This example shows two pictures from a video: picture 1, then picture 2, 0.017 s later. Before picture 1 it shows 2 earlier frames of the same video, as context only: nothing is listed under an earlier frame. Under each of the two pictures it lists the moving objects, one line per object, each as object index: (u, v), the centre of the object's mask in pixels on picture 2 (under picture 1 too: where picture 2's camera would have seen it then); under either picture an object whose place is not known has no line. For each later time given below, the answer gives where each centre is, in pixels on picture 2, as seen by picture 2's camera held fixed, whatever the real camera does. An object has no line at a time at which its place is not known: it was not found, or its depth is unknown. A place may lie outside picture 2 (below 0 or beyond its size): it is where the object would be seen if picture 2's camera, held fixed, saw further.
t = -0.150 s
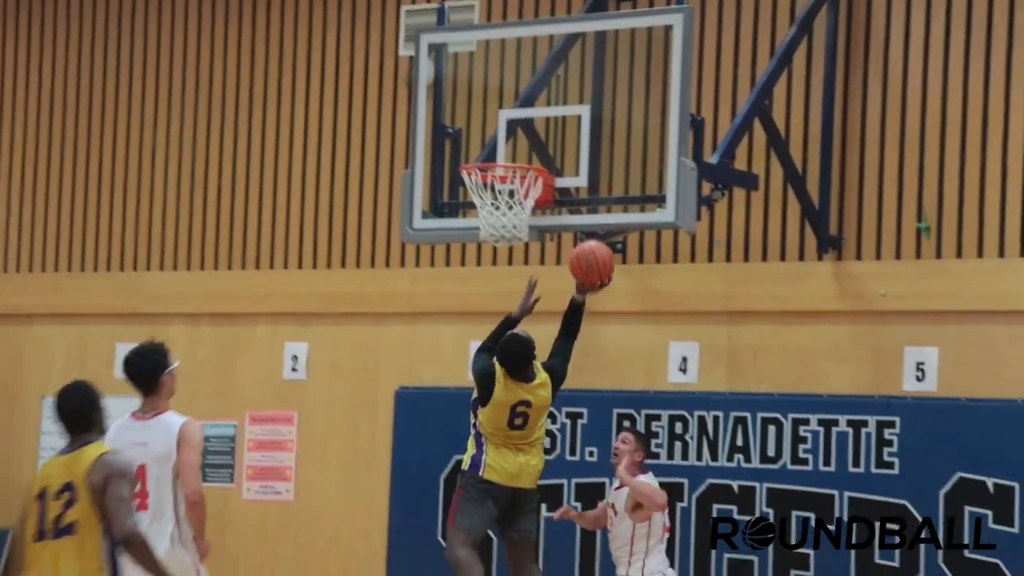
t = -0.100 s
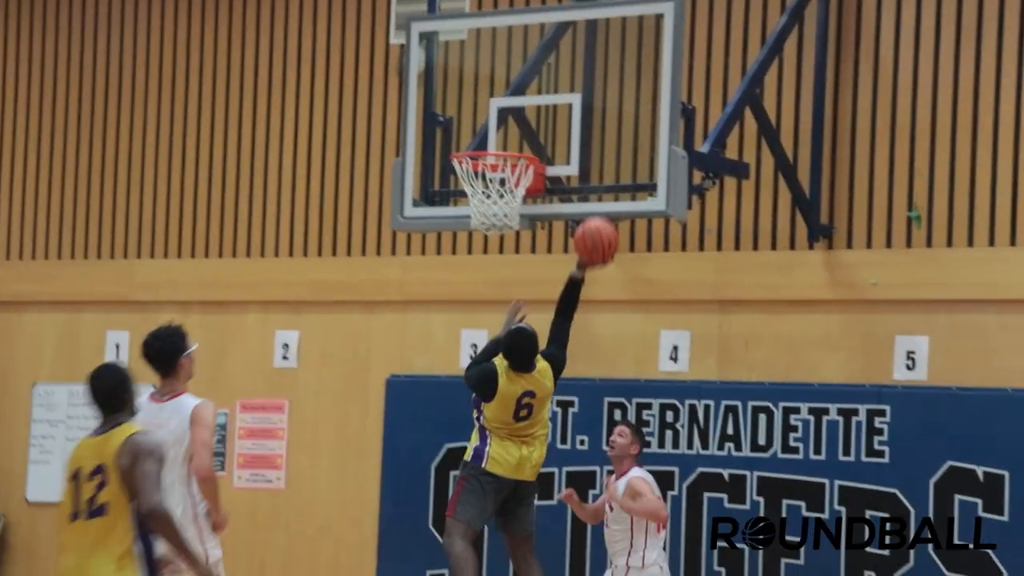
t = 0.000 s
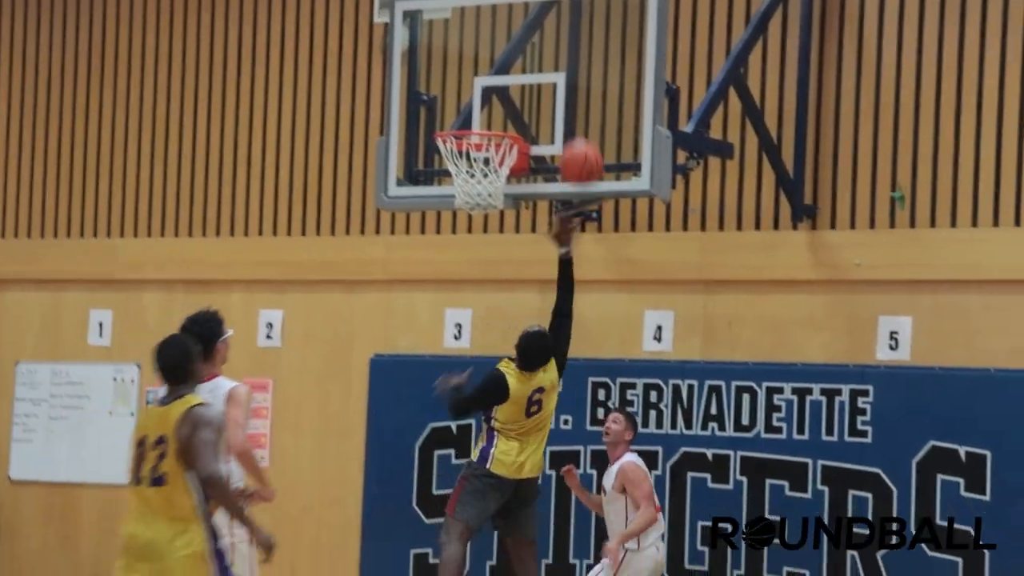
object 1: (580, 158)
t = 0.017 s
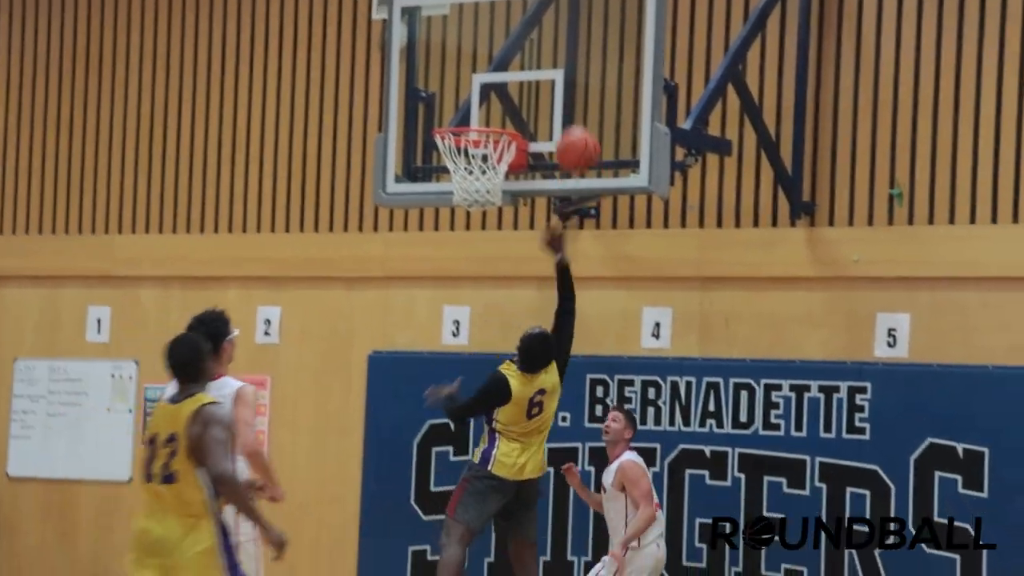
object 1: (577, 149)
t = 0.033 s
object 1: (576, 140)
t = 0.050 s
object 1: (574, 131)
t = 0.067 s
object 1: (572, 122)
